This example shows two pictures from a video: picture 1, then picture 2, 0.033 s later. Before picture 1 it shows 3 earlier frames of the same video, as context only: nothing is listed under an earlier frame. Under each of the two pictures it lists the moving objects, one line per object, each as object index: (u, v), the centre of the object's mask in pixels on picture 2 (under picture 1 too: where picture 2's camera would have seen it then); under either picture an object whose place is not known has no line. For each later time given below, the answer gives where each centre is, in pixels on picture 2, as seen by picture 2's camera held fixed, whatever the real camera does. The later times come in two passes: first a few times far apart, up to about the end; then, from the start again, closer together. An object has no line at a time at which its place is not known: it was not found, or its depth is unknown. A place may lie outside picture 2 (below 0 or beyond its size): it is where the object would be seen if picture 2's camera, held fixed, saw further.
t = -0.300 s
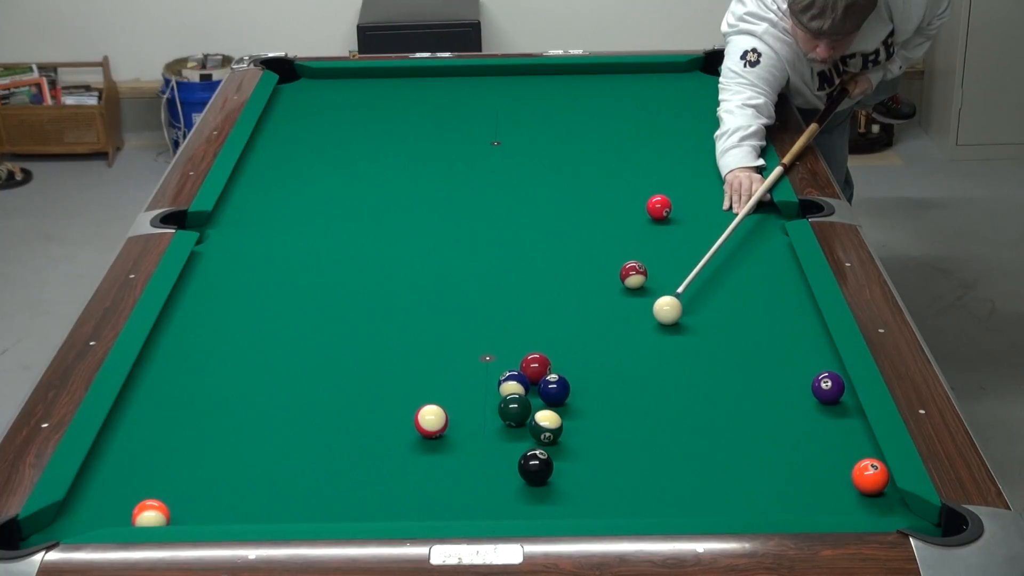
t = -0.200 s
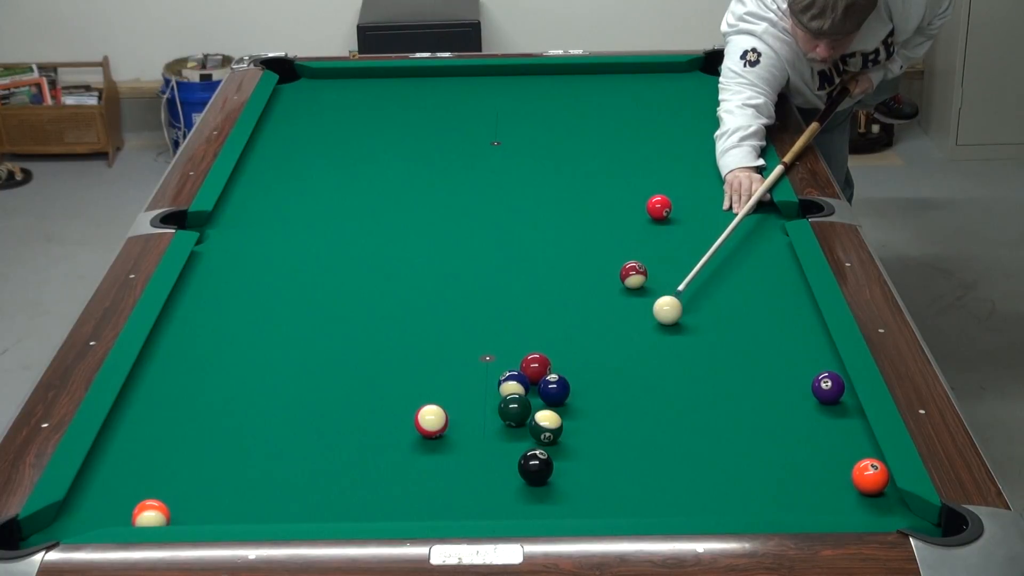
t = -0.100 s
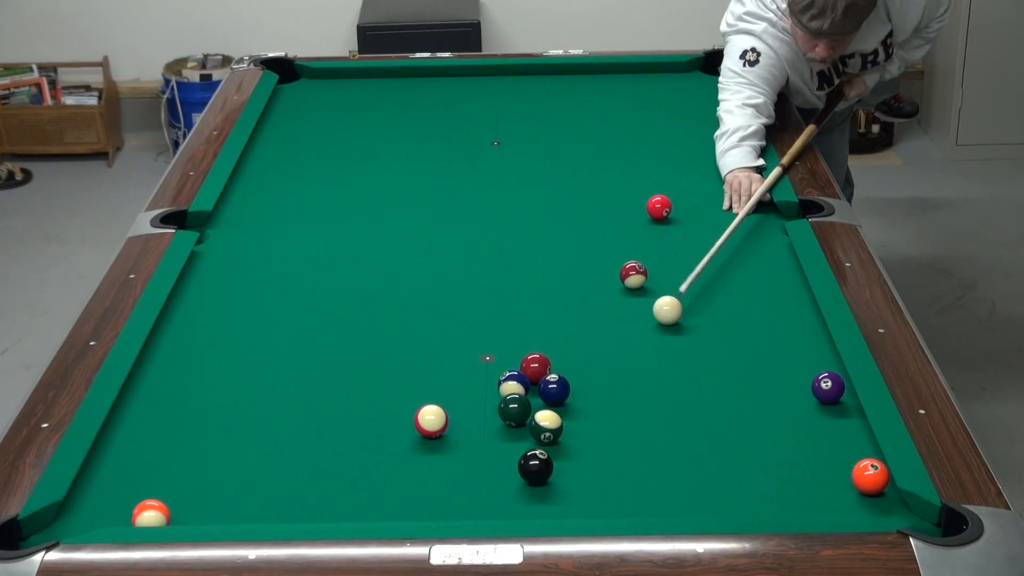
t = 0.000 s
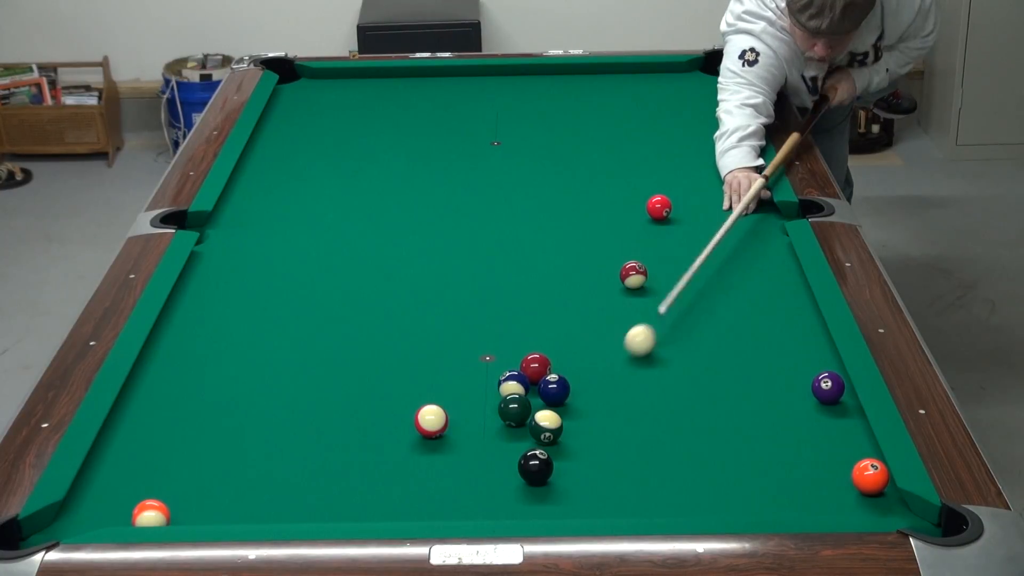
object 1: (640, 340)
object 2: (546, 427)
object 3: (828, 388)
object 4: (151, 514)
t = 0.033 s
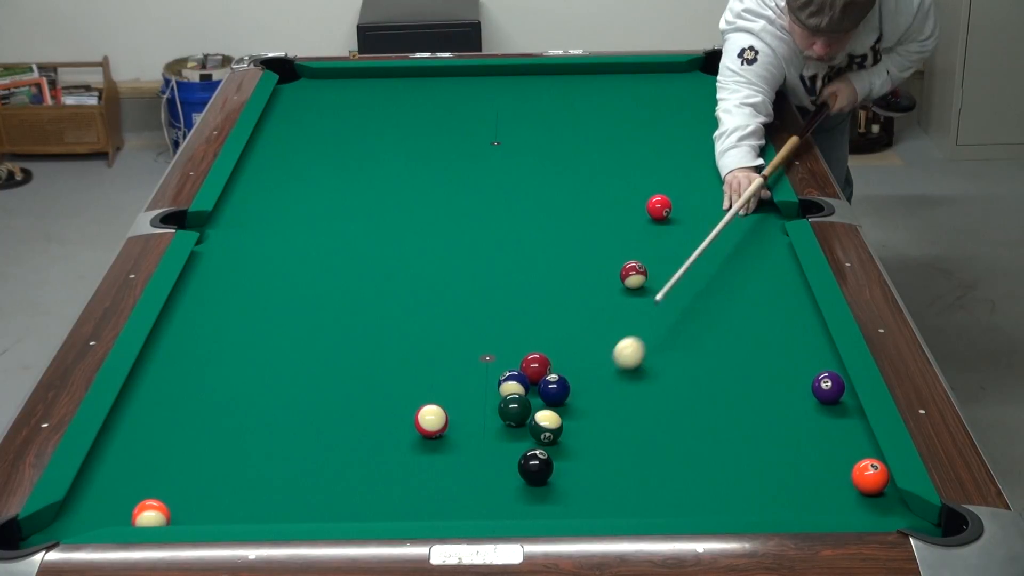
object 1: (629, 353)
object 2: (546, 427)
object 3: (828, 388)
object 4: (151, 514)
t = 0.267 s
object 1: (591, 433)
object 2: (510, 436)
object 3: (828, 388)
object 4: (151, 514)
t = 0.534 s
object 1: (635, 507)
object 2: (390, 469)
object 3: (828, 388)
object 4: (151, 514)
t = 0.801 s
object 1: (710, 473)
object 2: (271, 501)
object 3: (828, 388)
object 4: (151, 514)
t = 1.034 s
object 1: (770, 441)
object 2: (185, 514)
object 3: (828, 388)
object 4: (137, 513)
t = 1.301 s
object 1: (832, 408)
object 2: (171, 501)
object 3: (827, 383)
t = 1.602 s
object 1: (812, 401)
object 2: (157, 484)
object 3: (816, 368)
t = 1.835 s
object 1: (789, 401)
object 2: (148, 471)
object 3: (806, 353)
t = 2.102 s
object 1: (766, 401)
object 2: (139, 459)
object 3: (797, 338)
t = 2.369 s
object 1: (747, 400)
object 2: (130, 448)
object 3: (791, 324)
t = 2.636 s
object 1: (732, 400)
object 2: (123, 439)
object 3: (785, 312)
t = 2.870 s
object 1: (721, 400)
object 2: (117, 433)
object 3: (781, 303)
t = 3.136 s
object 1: (713, 399)
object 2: (122, 428)
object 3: (777, 294)
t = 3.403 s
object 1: (707, 399)
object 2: (127, 425)
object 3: (774, 286)
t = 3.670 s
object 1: (705, 399)
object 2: (129, 424)
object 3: (771, 279)
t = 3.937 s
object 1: (705, 399)
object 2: (129, 424)
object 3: (769, 274)
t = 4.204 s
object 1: (705, 399)
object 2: (129, 424)
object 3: (768, 270)
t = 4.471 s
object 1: (705, 399)
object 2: (129, 424)
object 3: (766, 267)
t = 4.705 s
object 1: (705, 399)
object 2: (129, 424)
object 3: (766, 266)
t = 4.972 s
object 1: (705, 399)
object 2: (129, 424)
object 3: (767, 264)
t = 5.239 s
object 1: (705, 399)
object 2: (129, 424)
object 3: (767, 265)
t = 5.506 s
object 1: (705, 399)
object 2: (129, 424)
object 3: (767, 265)
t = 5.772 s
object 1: (705, 399)
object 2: (129, 424)
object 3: (767, 265)
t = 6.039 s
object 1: (705, 399)
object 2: (129, 424)
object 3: (767, 265)
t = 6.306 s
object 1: (705, 399)
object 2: (129, 424)
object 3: (767, 265)
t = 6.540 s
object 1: (705, 399)
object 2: (129, 424)
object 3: (767, 265)
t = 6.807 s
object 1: (705, 399)
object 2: (129, 424)
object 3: (767, 265)
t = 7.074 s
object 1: (705, 399)
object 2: (129, 424)
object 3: (767, 265)
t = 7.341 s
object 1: (705, 399)
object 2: (129, 424)
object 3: (767, 265)
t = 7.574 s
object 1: (705, 399)
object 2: (130, 424)
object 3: (767, 265)
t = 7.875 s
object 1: (705, 399)
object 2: (129, 424)
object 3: (767, 265)
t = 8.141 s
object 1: (705, 399)
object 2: (129, 424)
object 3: (767, 265)
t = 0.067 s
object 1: (618, 366)
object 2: (546, 427)
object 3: (828, 388)
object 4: (151, 514)
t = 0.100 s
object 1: (607, 378)
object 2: (546, 427)
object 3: (828, 388)
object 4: (151, 514)
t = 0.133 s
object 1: (597, 391)
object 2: (546, 427)
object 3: (828, 388)
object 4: (151, 514)
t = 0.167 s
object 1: (587, 404)
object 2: (546, 427)
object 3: (828, 388)
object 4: (151, 514)
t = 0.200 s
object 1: (577, 416)
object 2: (546, 427)
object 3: (828, 388)
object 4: (151, 514)
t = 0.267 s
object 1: (591, 433)
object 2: (510, 436)
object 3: (828, 388)
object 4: (151, 514)
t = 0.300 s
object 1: (598, 442)
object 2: (491, 441)
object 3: (828, 388)
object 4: (151, 514)
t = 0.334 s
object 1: (603, 451)
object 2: (474, 446)
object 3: (828, 388)
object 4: (151, 514)
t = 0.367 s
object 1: (608, 461)
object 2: (459, 451)
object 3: (828, 388)
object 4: (151, 514)
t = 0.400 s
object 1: (614, 470)
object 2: (447, 454)
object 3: (828, 388)
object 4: (151, 514)
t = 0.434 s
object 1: (619, 481)
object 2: (432, 457)
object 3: (828, 388)
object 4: (151, 514)
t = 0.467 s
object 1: (624, 491)
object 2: (417, 462)
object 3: (828, 388)
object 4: (151, 514)
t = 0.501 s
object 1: (629, 500)
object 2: (404, 466)
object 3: (828, 388)
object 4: (151, 514)
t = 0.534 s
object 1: (635, 507)
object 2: (390, 469)
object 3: (828, 388)
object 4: (151, 514)
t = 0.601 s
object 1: (653, 502)
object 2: (359, 478)
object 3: (828, 388)
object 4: (151, 514)
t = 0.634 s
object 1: (663, 498)
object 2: (346, 481)
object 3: (828, 388)
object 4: (151, 514)
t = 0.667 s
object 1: (673, 493)
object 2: (331, 484)
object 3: (828, 388)
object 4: (151, 514)
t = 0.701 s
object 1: (682, 488)
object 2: (315, 489)
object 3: (828, 388)
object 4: (151, 514)
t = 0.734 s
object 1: (692, 483)
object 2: (301, 493)
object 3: (828, 388)
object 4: (151, 514)
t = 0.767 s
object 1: (701, 478)
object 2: (287, 497)
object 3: (828, 388)
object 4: (151, 514)
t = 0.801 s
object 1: (710, 473)
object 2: (271, 501)
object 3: (828, 388)
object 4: (151, 514)
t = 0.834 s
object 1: (719, 468)
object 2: (256, 505)
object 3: (828, 388)
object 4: (151, 514)
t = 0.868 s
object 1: (728, 463)
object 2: (242, 507)
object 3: (828, 388)
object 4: (151, 514)
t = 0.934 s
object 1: (745, 454)
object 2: (210, 511)
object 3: (828, 388)
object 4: (151, 514)
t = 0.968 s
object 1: (754, 450)
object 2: (195, 514)
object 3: (828, 388)
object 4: (151, 514)
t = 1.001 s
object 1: (762, 446)
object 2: (186, 516)
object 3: (828, 388)
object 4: (148, 514)
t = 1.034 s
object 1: (770, 441)
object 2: (185, 514)
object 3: (828, 388)
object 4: (137, 513)
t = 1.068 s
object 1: (778, 437)
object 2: (184, 512)
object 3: (828, 388)
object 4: (129, 513)
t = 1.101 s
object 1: (786, 432)
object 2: (182, 511)
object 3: (828, 388)
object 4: (122, 513)
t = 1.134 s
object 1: (794, 428)
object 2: (180, 510)
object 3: (828, 388)
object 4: (115, 513)
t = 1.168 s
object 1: (802, 424)
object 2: (178, 508)
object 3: (828, 387)
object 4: (108, 513)
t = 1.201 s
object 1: (810, 420)
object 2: (176, 507)
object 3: (828, 387)
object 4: (102, 513)
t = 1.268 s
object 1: (825, 412)
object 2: (173, 504)
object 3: (828, 385)
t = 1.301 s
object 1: (832, 408)
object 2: (171, 501)
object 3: (827, 383)
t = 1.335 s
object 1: (839, 404)
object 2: (169, 499)
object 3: (826, 384)
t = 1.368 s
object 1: (840, 402)
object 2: (168, 497)
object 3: (825, 383)
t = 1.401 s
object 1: (835, 402)
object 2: (166, 494)
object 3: (824, 380)
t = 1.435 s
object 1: (831, 402)
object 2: (165, 492)
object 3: (822, 377)
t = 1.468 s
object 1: (827, 402)
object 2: (163, 491)
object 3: (821, 375)
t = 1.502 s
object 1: (823, 402)
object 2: (161, 489)
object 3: (820, 373)
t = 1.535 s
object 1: (819, 402)
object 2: (160, 487)
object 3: (818, 372)
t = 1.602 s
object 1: (812, 401)
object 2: (157, 484)
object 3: (816, 368)
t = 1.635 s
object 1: (809, 401)
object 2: (156, 482)
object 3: (814, 366)
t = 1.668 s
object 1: (805, 401)
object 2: (155, 479)
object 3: (813, 364)
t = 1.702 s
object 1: (802, 401)
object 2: (153, 477)
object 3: (812, 362)
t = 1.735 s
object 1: (799, 401)
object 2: (152, 475)
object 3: (810, 360)
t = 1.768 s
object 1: (796, 401)
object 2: (151, 474)
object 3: (809, 357)
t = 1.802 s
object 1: (792, 401)
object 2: (149, 472)
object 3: (808, 355)
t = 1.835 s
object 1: (789, 401)
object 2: (148, 471)
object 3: (806, 353)
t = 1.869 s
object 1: (786, 401)
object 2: (147, 469)
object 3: (805, 351)
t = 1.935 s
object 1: (780, 401)
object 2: (144, 466)
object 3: (803, 347)
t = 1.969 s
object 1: (777, 401)
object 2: (143, 465)
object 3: (802, 345)
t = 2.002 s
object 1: (775, 401)
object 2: (142, 463)
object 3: (801, 344)
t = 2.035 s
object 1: (772, 401)
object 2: (141, 461)
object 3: (800, 342)
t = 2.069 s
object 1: (769, 401)
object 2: (140, 460)
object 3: (798, 339)
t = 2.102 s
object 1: (766, 401)
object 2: (139, 459)
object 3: (797, 338)
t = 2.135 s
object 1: (764, 401)
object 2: (138, 457)
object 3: (796, 336)
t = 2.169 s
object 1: (761, 401)
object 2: (136, 456)
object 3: (796, 334)
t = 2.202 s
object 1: (759, 401)
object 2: (135, 454)
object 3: (795, 332)
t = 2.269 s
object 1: (754, 401)
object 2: (133, 451)
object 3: (793, 329)
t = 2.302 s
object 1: (752, 401)
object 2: (132, 450)
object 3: (792, 327)
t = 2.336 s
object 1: (750, 400)
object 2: (131, 449)
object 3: (791, 326)
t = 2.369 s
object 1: (747, 400)
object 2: (130, 448)
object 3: (791, 324)
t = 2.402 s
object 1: (745, 401)
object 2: (129, 447)
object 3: (790, 323)
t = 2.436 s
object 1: (743, 400)
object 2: (128, 445)
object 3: (789, 321)
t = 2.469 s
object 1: (741, 400)
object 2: (127, 444)
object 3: (788, 319)
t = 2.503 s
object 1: (739, 400)
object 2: (126, 443)
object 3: (787, 318)
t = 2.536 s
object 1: (737, 400)
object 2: (125, 442)
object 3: (787, 316)
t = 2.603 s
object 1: (734, 400)
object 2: (124, 441)
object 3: (785, 313)
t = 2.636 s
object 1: (732, 400)
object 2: (123, 439)
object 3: (785, 312)
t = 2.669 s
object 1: (730, 400)
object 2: (122, 438)
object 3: (784, 311)
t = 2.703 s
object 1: (729, 400)
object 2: (121, 437)
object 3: (783, 309)
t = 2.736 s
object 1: (727, 400)
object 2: (120, 437)
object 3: (783, 308)
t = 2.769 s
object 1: (726, 400)
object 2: (120, 435)
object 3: (782, 307)
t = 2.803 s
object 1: (724, 400)
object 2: (119, 434)
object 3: (782, 305)
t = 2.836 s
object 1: (723, 400)
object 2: (118, 433)
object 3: (781, 304)
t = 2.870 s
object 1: (721, 400)
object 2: (117, 433)
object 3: (781, 303)
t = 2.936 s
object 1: (719, 400)
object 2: (118, 431)
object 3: (780, 300)
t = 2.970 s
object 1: (718, 400)
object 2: (119, 430)
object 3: (779, 299)
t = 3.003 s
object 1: (717, 400)
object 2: (120, 429)
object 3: (779, 298)
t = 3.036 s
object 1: (716, 400)
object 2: (121, 429)
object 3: (778, 297)
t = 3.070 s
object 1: (715, 400)
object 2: (121, 429)
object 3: (778, 296)
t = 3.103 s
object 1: (713, 399)
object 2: (122, 428)
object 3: (777, 295)
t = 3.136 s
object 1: (713, 399)
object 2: (122, 428)
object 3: (777, 294)
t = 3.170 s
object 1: (712, 399)
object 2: (123, 427)
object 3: (777, 293)
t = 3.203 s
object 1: (711, 399)
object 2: (124, 427)
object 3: (776, 292)
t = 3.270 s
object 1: (710, 399)
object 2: (125, 426)
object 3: (775, 290)
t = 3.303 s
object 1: (709, 399)
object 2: (125, 426)
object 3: (775, 289)
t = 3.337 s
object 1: (709, 399)
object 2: (126, 426)
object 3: (775, 288)
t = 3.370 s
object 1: (708, 399)
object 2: (126, 425)
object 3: (774, 287)
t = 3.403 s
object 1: (707, 399)
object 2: (127, 425)
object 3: (774, 286)
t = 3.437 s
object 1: (707, 399)
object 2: (127, 425)
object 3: (774, 285)
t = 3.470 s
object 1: (707, 399)
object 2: (127, 425)
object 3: (774, 284)
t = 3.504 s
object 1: (706, 399)
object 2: (128, 425)
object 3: (773, 284)
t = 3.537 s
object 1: (706, 399)
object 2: (128, 425)
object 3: (773, 283)
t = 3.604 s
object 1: (705, 399)
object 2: (128, 424)
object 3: (772, 281)
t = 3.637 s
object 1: (705, 399)
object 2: (129, 424)
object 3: (772, 280)
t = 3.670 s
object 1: (705, 399)
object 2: (129, 424)
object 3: (771, 279)
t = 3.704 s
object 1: (705, 399)
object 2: (129, 424)
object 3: (771, 279)
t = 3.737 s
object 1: (705, 399)
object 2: (129, 424)
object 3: (771, 278)
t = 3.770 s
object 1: (705, 399)
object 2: (129, 424)
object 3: (770, 277)
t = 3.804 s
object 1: (705, 399)
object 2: (129, 424)
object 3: (770, 277)
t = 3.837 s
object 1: (705, 399)
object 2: (129, 424)
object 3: (770, 276)
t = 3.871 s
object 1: (705, 399)
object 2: (129, 424)
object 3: (770, 275)
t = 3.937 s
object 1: (705, 399)
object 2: (129, 424)
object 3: (769, 274)
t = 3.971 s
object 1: (705, 399)
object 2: (129, 424)
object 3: (769, 273)
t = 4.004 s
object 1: (705, 399)
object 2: (129, 424)
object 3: (769, 273)
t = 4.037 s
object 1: (705, 399)
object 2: (129, 424)
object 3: (769, 272)
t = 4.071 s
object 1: (705, 399)
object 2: (129, 424)
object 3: (768, 272)
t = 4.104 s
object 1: (705, 399)
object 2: (129, 424)
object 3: (768, 271)
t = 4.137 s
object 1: (705, 399)
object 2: (129, 424)
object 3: (768, 271)
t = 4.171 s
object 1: (705, 399)
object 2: (129, 424)
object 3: (768, 271)
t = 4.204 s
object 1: (705, 399)
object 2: (129, 424)
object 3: (768, 270)
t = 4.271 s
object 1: (705, 399)
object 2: (129, 424)
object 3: (767, 269)
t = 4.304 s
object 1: (705, 399)
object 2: (129, 424)
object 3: (767, 269)
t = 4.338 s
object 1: (705, 399)
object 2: (129, 424)
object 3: (767, 268)
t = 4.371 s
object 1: (705, 399)
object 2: (129, 424)
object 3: (767, 268)
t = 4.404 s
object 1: (705, 399)
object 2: (129, 424)
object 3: (767, 268)
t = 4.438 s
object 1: (705, 399)
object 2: (129, 424)
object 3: (767, 268)
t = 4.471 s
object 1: (705, 399)
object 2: (129, 424)
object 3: (766, 267)
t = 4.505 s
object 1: (705, 399)
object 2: (129, 424)
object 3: (766, 267)
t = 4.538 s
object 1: (705, 399)
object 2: (129, 424)
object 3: (766, 266)
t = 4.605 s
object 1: (705, 399)
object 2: (129, 424)
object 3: (766, 266)
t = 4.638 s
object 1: (705, 399)
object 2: (129, 424)
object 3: (766, 266)
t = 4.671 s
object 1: (705, 399)
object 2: (129, 424)
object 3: (766, 266)
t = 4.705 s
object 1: (705, 399)
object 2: (129, 424)
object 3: (766, 266)
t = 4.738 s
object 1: (705, 399)
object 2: (129, 424)
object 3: (766, 265)
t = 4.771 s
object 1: (705, 399)
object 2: (129, 424)
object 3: (766, 265)
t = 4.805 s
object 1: (705, 399)
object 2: (129, 424)
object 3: (766, 265)
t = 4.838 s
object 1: (705, 399)
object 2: (129, 424)
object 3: (766, 265)
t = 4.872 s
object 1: (705, 399)
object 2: (129, 424)
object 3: (766, 265)
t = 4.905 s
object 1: (705, 399)
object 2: (129, 424)
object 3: (767, 265)
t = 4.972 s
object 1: (705, 399)
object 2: (129, 424)
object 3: (767, 264)
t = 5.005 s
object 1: (705, 399)
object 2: (129, 424)
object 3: (767, 265)
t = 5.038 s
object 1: (705, 399)
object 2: (129, 424)
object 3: (767, 264)
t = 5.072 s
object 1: (705, 399)
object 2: (129, 424)
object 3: (767, 264)
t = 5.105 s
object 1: (705, 399)
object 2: (129, 424)
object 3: (767, 265)
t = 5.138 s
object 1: (705, 399)
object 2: (129, 424)
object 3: (767, 265)
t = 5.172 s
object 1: (705, 399)
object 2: (129, 424)
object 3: (767, 265)
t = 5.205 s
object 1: (705, 399)
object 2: (129, 424)
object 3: (767, 265)
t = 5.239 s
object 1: (705, 399)
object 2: (129, 424)
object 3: (767, 265)
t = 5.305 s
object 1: (705, 399)
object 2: (129, 424)
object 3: (767, 265)
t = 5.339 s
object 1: (705, 399)
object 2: (129, 424)
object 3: (767, 265)
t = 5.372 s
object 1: (705, 399)
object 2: (129, 424)
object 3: (767, 265)
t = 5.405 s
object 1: (705, 399)
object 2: (129, 424)
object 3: (767, 265)
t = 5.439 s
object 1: (705, 399)
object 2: (129, 424)
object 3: (767, 265)
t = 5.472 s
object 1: (705, 399)
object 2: (129, 424)
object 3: (767, 265)
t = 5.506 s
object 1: (705, 399)
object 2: (129, 424)
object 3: (767, 265)
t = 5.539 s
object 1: (705, 399)
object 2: (129, 424)
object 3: (767, 265)
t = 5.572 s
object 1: (705, 399)
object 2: (129, 424)
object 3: (767, 265)
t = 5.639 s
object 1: (705, 399)
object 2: (129, 424)
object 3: (767, 265)
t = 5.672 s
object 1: (705, 399)
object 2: (129, 424)
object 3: (767, 265)
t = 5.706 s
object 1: (705, 399)
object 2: (129, 424)
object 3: (767, 265)
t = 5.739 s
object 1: (705, 399)
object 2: (129, 424)
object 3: (767, 265)
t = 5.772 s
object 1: (705, 399)
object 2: (129, 424)
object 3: (767, 265)
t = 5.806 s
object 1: (705, 399)
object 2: (129, 424)
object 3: (767, 265)
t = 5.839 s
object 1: (705, 399)
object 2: (129, 424)
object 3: (767, 265)
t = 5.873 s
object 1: (705, 399)
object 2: (129, 424)
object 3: (767, 265)
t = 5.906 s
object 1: (705, 399)
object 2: (129, 424)
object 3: (767, 265)
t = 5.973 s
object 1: (705, 399)
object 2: (129, 424)
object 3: (767, 265)
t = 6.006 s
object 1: (705, 399)
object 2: (129, 424)
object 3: (767, 265)
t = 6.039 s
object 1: (705, 399)
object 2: (129, 424)
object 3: (767, 265)
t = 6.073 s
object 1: (705, 399)
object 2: (129, 424)
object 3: (767, 265)
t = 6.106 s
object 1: (705, 399)
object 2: (129, 424)
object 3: (767, 265)
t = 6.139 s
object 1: (705, 399)
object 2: (129, 424)
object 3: (767, 265)
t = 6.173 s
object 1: (705, 399)
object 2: (129, 424)
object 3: (767, 265)
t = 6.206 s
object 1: (705, 399)
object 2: (129, 424)
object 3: (767, 265)
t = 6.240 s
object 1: (705, 399)
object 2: (129, 424)
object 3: (767, 265)
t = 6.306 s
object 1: (705, 399)
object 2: (129, 424)
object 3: (767, 265)
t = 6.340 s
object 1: (705, 399)
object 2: (129, 424)
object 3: (767, 265)
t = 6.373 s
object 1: (705, 399)
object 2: (129, 424)
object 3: (767, 265)
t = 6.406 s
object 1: (705, 399)
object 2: (129, 424)
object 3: (767, 265)
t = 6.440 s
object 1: (705, 399)
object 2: (129, 424)
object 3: (767, 265)
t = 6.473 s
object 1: (705, 399)
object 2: (129, 424)
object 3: (767, 265)
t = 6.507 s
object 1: (705, 399)
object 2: (129, 424)
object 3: (767, 265)
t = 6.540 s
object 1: (705, 399)
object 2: (129, 424)
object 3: (767, 265)
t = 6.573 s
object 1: (705, 399)
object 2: (129, 424)
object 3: (767, 265)
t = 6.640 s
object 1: (705, 399)
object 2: (129, 424)
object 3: (767, 265)
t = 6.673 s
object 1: (705, 399)
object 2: (129, 424)
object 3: (767, 265)
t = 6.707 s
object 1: (705, 399)
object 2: (129, 424)
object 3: (767, 265)
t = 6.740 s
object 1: (705, 399)
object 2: (129, 424)
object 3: (767, 265)
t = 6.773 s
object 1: (705, 399)
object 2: (129, 424)
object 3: (767, 265)
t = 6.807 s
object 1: (705, 399)
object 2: (129, 424)
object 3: (767, 265)
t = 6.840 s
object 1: (705, 399)
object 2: (129, 424)
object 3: (767, 265)
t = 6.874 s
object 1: (705, 399)
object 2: (129, 424)
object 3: (767, 265)
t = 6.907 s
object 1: (705, 399)
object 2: (129, 424)
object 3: (767, 265)
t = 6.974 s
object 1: (705, 399)
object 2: (129, 424)
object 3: (767, 265)
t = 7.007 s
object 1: (705, 399)
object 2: (129, 424)
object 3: (767, 265)
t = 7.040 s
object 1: (705, 399)
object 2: (129, 424)
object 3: (767, 265)
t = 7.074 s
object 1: (705, 399)
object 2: (129, 424)
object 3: (767, 265)
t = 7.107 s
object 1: (705, 399)
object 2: (129, 424)
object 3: (767, 265)
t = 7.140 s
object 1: (705, 399)
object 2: (129, 424)
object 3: (767, 265)
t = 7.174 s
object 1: (705, 399)
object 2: (129, 424)
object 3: (767, 265)
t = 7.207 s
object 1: (705, 399)
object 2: (129, 424)
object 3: (767, 265)
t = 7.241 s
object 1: (705, 399)
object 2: (129, 424)
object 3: (767, 265)
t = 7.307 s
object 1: (705, 399)
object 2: (129, 424)
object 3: (767, 265)
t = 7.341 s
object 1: (705, 399)
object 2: (129, 424)
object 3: (767, 265)
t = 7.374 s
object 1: (705, 399)
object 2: (129, 424)
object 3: (767, 265)
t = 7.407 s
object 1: (705, 399)
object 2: (130, 424)
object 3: (767, 265)
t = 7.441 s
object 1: (705, 399)
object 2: (130, 424)
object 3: (767, 265)
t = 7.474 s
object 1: (705, 399)
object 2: (130, 424)
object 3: (767, 265)
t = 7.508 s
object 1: (705, 399)
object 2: (130, 424)
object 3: (767, 265)
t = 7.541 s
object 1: (705, 399)
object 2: (129, 424)
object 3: (767, 265)
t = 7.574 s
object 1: (705, 399)
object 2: (130, 424)
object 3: (767, 265)
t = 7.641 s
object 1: (705, 399)
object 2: (129, 424)
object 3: (767, 265)
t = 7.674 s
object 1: (705, 399)
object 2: (129, 424)
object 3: (767, 265)
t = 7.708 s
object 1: (705, 399)
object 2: (129, 424)
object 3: (767, 265)
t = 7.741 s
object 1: (705, 399)
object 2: (129, 424)
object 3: (767, 265)
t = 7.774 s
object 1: (705, 399)
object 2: (129, 424)
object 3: (767, 265)
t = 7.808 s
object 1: (705, 399)
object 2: (129, 424)
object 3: (767, 265)
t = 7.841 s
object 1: (705, 399)
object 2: (129, 424)
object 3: (767, 265)
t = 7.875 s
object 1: (705, 399)
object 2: (129, 424)
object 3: (767, 265)
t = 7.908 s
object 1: (705, 399)
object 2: (129, 424)
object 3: (767, 265)
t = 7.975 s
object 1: (705, 399)
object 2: (129, 424)
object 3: (767, 265)
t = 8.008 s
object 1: (705, 399)
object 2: (130, 424)
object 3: (766, 266)
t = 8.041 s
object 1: (705, 399)
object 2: (129, 424)
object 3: (765, 261)
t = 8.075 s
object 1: (705, 399)
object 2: (129, 424)
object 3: (767, 265)
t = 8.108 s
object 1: (705, 399)
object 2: (129, 424)
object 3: (767, 265)
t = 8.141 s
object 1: (705, 399)
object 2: (129, 424)
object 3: (767, 265)
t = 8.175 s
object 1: (705, 399)
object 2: (129, 424)
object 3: (767, 265)
